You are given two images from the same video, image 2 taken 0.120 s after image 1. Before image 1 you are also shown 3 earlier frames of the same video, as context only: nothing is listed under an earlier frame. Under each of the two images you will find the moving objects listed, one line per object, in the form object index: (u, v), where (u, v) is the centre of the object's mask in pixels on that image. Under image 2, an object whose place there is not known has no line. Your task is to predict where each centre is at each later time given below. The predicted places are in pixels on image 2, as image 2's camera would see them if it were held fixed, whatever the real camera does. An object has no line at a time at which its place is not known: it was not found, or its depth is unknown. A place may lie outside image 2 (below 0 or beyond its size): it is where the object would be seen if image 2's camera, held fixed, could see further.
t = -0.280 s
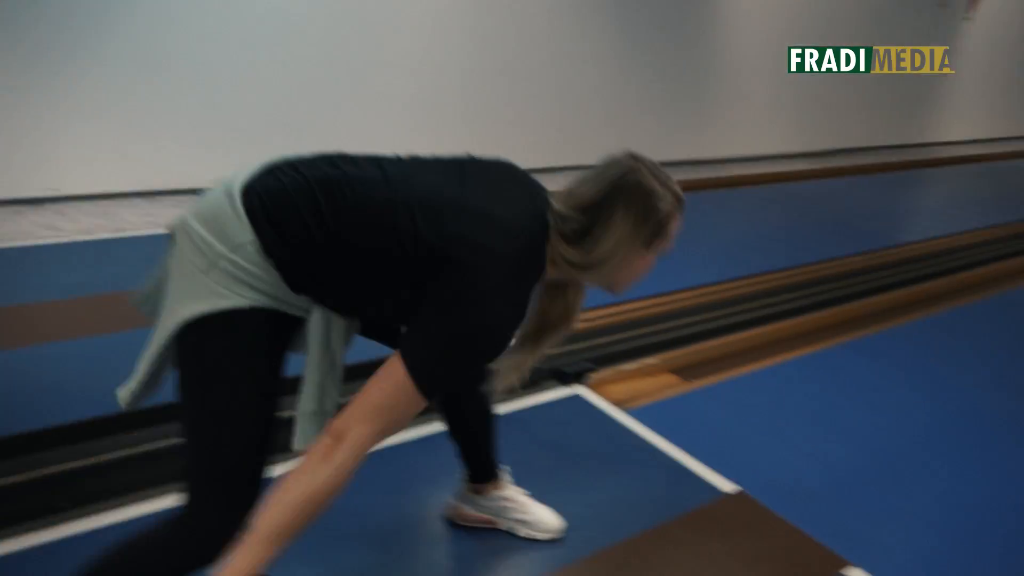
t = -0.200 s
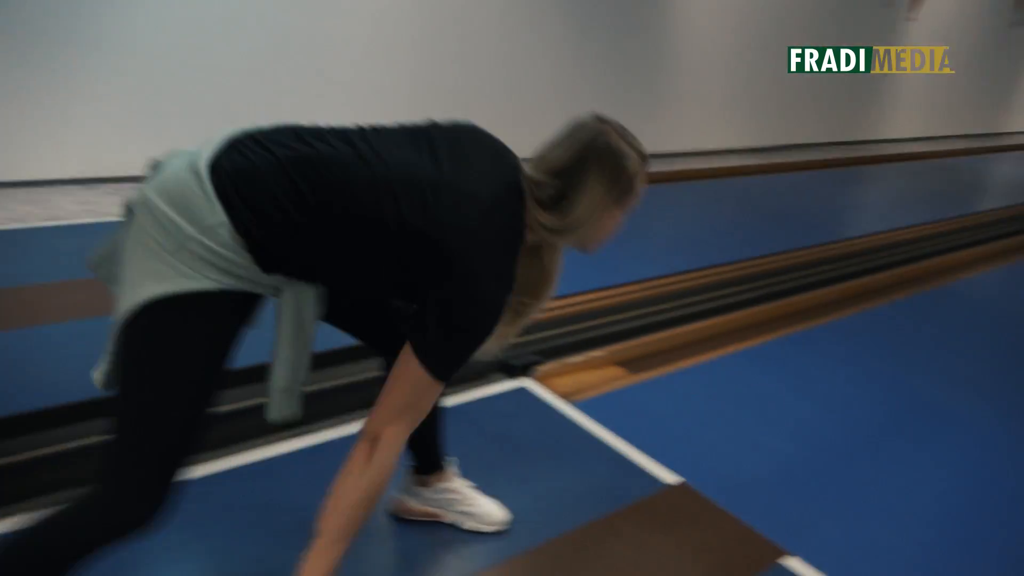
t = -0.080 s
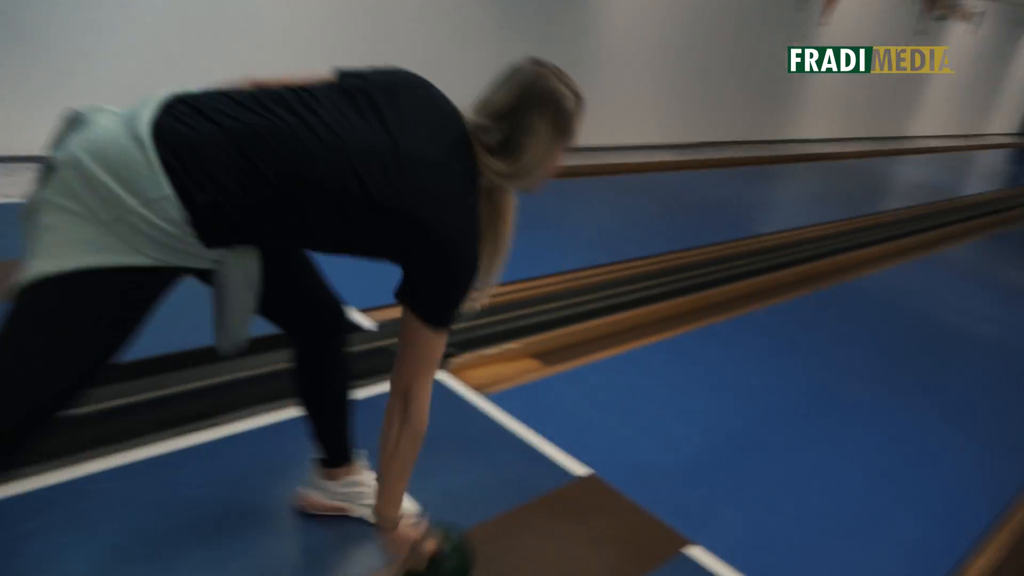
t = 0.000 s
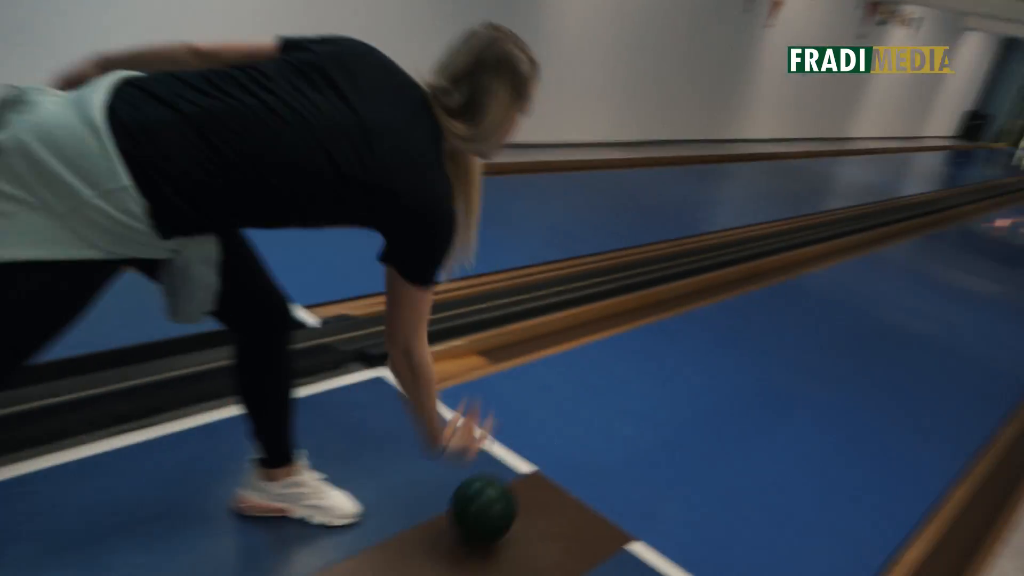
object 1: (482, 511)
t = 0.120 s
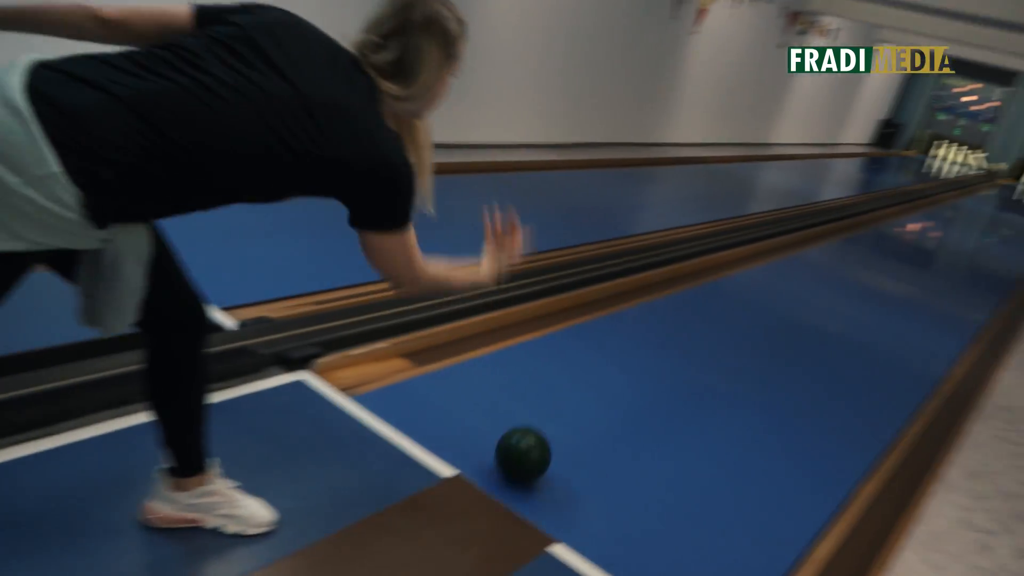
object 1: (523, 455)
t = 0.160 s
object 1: (555, 439)
